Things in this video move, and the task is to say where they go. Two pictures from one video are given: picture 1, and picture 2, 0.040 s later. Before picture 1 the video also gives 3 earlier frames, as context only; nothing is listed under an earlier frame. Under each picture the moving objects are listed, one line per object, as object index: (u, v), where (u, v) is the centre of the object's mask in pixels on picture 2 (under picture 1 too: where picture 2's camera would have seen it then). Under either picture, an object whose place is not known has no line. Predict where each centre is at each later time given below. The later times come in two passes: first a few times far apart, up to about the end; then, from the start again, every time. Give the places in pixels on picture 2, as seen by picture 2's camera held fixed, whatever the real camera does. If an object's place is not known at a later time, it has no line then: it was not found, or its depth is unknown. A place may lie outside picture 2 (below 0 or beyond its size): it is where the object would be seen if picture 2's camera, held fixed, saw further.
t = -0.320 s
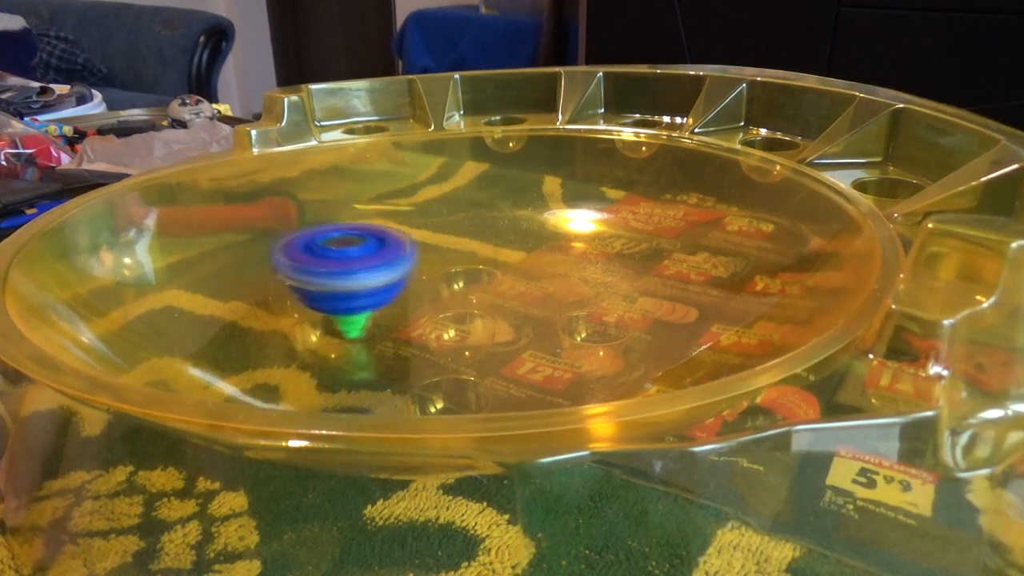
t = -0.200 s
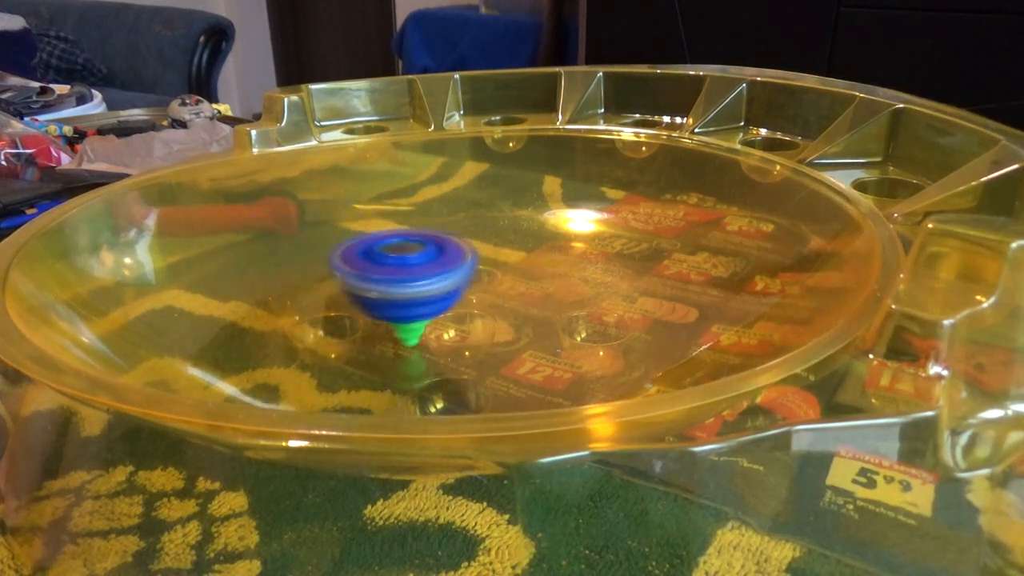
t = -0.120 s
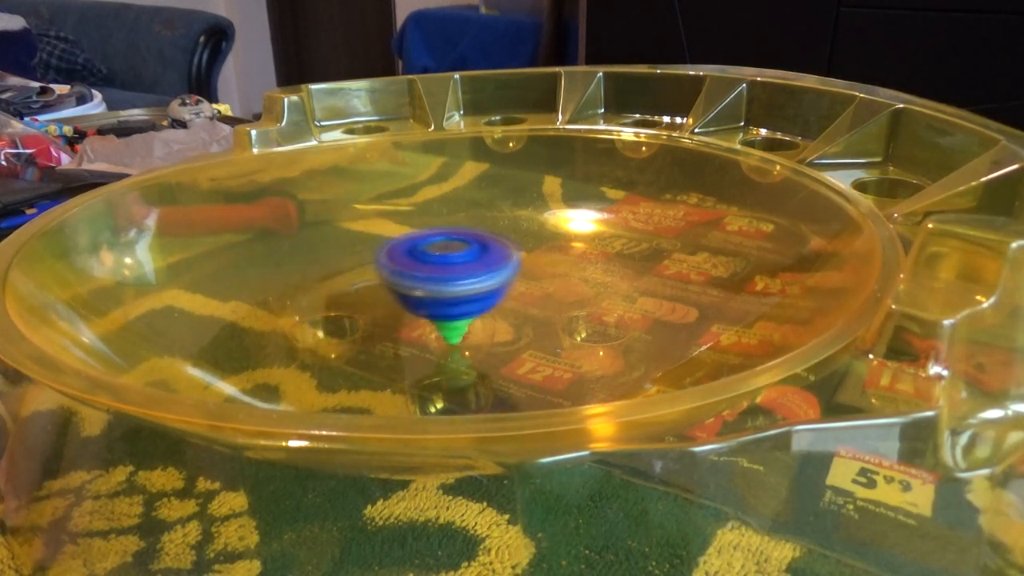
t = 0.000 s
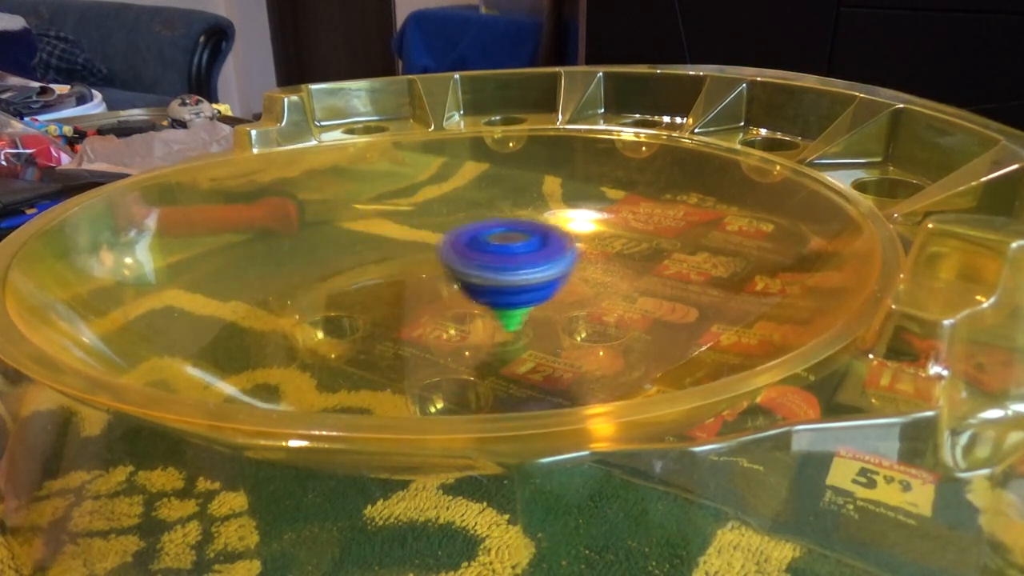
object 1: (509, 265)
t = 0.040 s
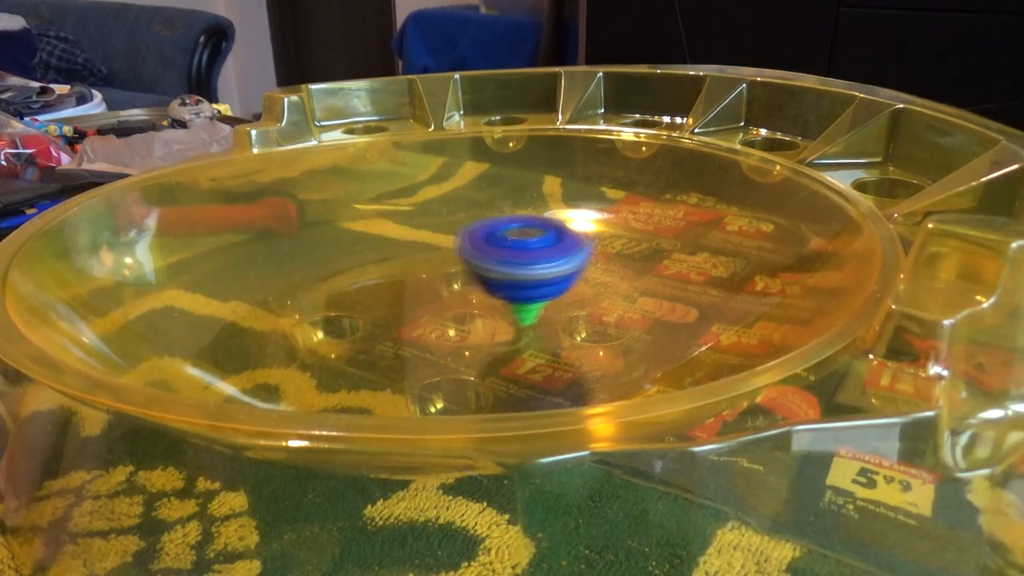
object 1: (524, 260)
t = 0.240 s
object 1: (550, 225)
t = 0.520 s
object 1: (440, 199)
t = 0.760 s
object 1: (337, 220)
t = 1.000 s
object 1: (321, 255)
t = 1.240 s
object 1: (405, 279)
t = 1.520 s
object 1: (534, 262)
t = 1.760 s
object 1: (534, 220)
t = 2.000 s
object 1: (432, 204)
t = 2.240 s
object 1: (343, 217)
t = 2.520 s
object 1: (317, 251)
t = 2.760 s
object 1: (391, 271)
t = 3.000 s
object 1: (495, 258)
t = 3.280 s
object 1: (520, 219)
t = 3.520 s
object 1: (443, 204)
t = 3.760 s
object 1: (383, 211)
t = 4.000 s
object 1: (352, 226)
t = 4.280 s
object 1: (357, 248)
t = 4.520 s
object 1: (422, 258)
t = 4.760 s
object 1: (492, 246)
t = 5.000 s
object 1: (505, 224)
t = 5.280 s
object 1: (443, 213)
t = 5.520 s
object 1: (392, 223)
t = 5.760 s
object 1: (372, 243)
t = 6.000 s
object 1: (406, 260)
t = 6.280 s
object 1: (482, 255)
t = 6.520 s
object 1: (506, 235)
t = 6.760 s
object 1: (468, 220)
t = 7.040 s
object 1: (402, 221)
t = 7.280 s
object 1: (368, 235)
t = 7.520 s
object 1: (379, 251)
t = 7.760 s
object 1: (433, 256)
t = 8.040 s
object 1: (488, 240)
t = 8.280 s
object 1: (480, 224)
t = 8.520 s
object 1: (442, 219)
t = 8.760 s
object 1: (408, 225)
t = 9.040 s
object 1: (396, 240)
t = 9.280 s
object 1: (418, 250)
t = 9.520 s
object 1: (457, 250)
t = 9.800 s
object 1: (483, 239)
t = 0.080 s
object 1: (537, 255)
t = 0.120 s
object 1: (548, 247)
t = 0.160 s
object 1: (553, 240)
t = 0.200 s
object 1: (554, 233)
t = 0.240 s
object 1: (550, 225)
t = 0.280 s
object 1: (541, 218)
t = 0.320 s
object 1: (527, 211)
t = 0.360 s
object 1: (511, 206)
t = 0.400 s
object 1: (493, 203)
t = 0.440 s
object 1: (475, 201)
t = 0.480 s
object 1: (457, 199)
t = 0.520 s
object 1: (440, 199)
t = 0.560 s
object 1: (421, 199)
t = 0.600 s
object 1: (403, 201)
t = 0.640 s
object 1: (385, 204)
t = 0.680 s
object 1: (368, 209)
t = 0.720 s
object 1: (351, 214)
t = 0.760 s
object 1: (337, 220)
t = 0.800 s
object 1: (326, 225)
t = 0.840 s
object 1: (320, 231)
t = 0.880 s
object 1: (316, 237)
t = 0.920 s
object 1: (316, 243)
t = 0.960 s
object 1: (317, 249)
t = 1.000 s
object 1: (321, 255)
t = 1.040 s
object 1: (328, 261)
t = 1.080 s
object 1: (338, 266)
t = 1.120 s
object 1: (352, 271)
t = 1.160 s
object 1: (369, 275)
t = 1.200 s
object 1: (386, 278)
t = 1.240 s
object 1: (405, 279)
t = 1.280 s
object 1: (424, 279)
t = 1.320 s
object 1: (445, 279)
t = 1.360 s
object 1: (467, 277)
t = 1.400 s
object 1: (487, 275)
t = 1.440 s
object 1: (505, 271)
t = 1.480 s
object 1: (521, 267)
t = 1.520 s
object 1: (534, 262)
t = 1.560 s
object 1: (546, 256)
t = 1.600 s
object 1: (553, 249)
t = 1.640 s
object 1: (556, 241)
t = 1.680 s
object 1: (554, 233)
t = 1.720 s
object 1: (546, 226)
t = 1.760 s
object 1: (534, 220)
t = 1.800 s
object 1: (520, 214)
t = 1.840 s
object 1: (503, 209)
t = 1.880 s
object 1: (484, 206)
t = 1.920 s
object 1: (466, 204)
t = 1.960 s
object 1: (448, 204)
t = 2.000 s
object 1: (432, 204)
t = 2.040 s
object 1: (416, 204)
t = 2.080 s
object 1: (400, 205)
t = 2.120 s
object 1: (385, 207)
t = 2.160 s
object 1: (371, 210)
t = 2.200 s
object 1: (357, 213)
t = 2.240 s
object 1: (343, 217)
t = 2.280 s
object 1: (331, 222)
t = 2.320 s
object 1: (321, 227)
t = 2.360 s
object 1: (315, 231)
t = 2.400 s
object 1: (312, 236)
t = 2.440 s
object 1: (312, 242)
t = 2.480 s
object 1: (313, 246)
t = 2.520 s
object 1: (317, 251)
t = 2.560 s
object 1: (323, 256)
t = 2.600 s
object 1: (332, 261)
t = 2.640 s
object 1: (344, 264)
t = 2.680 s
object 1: (358, 267)
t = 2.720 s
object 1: (374, 270)
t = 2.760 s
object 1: (391, 271)
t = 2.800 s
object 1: (409, 271)
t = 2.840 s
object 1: (427, 270)
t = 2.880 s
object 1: (446, 268)
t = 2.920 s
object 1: (464, 266)
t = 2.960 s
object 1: (480, 262)
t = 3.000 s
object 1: (495, 258)
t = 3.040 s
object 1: (508, 254)
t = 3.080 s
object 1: (517, 249)
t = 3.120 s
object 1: (524, 244)
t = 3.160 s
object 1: (529, 238)
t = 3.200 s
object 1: (530, 231)
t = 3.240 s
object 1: (527, 225)
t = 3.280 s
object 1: (520, 219)
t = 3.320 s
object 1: (510, 214)
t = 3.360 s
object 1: (498, 210)
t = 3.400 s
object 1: (484, 207)
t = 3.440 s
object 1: (469, 206)
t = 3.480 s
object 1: (456, 205)
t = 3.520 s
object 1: (443, 204)
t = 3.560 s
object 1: (430, 204)
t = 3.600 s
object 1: (420, 205)
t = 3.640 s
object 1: (410, 206)
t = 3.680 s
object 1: (401, 207)
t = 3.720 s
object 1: (391, 209)
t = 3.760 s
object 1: (383, 211)
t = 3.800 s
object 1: (376, 212)
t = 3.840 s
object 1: (370, 215)
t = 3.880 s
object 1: (365, 217)
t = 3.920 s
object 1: (361, 219)
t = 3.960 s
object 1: (356, 222)
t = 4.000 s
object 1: (352, 226)
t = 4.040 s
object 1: (349, 228)
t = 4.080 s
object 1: (347, 232)
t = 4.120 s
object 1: (346, 235)
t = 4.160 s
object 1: (347, 238)
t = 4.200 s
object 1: (348, 242)
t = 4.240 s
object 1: (352, 245)
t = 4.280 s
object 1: (357, 248)
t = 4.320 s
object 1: (364, 251)
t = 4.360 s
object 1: (372, 254)
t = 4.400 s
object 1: (383, 256)
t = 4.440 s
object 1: (395, 258)
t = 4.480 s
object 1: (408, 258)
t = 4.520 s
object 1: (422, 258)
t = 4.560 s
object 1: (435, 258)
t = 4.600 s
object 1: (449, 256)
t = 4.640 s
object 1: (461, 254)
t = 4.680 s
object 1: (473, 252)
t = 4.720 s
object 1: (484, 249)
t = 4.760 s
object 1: (492, 246)
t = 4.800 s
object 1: (499, 243)
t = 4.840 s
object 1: (505, 239)
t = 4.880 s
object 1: (507, 235)
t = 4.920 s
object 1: (509, 232)
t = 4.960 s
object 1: (508, 227)
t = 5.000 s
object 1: (505, 224)
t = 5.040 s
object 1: (499, 220)
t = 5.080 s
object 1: (491, 218)
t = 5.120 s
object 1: (483, 216)
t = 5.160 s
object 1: (473, 214)
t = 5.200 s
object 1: (463, 213)
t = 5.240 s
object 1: (453, 213)
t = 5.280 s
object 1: (443, 213)
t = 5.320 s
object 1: (434, 214)
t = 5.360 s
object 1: (425, 215)
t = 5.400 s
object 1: (415, 216)
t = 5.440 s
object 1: (407, 218)
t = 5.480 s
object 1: (399, 220)
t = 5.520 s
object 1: (392, 223)
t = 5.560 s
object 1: (386, 226)
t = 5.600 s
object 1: (381, 229)
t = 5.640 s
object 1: (376, 232)
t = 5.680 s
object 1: (374, 235)
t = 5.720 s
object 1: (372, 239)
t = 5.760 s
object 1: (372, 243)
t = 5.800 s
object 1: (373, 246)
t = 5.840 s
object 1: (376, 250)
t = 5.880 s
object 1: (381, 253)
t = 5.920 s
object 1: (388, 256)
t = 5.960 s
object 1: (396, 258)
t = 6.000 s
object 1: (406, 260)
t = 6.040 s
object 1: (416, 261)
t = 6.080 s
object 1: (428, 262)
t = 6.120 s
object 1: (440, 262)
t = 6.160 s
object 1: (451, 261)
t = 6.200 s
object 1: (462, 260)
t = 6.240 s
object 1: (473, 258)
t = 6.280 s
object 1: (482, 255)
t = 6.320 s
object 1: (491, 252)
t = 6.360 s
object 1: (497, 249)
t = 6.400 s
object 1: (502, 247)
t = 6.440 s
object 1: (505, 243)
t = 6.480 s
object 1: (507, 239)
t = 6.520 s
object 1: (506, 235)
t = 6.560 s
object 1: (504, 231)
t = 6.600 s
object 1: (500, 228)
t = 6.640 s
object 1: (493, 225)
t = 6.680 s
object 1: (487, 223)
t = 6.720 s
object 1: (477, 221)
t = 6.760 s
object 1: (468, 220)
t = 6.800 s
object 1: (458, 218)
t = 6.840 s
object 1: (448, 218)
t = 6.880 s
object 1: (438, 218)
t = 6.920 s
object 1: (428, 218)
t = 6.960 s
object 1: (420, 218)
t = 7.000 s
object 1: (410, 219)
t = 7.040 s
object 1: (402, 221)
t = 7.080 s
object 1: (394, 222)
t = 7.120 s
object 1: (387, 225)
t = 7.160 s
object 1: (381, 227)
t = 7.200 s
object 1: (376, 229)
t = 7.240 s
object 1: (372, 232)
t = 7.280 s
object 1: (368, 235)
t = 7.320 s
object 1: (367, 237)
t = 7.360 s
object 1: (367, 240)
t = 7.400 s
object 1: (368, 243)
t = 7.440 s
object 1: (370, 246)
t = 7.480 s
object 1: (374, 248)
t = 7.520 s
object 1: (379, 251)
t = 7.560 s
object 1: (386, 253)
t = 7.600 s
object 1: (394, 255)
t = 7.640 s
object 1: (402, 255)
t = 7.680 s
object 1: (412, 256)
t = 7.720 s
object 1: (422, 256)
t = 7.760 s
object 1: (433, 256)
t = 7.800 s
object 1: (443, 255)
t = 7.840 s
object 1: (453, 253)
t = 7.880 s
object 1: (463, 251)
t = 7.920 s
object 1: (472, 249)
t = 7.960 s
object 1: (480, 246)
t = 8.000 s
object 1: (485, 243)
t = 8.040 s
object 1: (488, 240)
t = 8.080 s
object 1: (490, 237)
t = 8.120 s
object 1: (491, 234)
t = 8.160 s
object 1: (490, 231)
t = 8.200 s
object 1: (488, 228)
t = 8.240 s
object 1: (485, 226)
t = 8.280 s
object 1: (480, 224)
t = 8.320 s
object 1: (475, 222)
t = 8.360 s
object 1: (469, 221)
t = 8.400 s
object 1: (463, 220)
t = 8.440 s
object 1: (456, 219)
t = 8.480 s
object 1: (449, 219)
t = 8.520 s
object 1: (442, 219)
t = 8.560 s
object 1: (436, 219)
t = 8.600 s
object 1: (430, 219)
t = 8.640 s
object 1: (424, 220)
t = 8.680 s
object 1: (418, 222)
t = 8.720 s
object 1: (413, 223)
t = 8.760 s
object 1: (408, 225)
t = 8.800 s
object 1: (404, 227)
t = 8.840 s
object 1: (401, 229)
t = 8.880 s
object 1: (398, 231)
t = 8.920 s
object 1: (396, 233)
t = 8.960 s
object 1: (395, 235)
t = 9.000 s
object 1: (395, 237)
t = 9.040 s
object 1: (396, 240)
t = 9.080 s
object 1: (397, 242)
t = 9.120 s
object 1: (400, 244)
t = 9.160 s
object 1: (403, 246)
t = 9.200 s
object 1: (407, 248)
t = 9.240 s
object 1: (411, 249)
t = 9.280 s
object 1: (418, 250)
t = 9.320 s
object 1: (423, 251)
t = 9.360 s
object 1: (430, 251)
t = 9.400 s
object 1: (436, 251)
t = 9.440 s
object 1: (443, 251)
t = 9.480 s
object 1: (449, 251)
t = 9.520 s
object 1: (457, 250)
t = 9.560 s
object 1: (462, 249)
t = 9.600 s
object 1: (468, 248)
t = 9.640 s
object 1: (473, 246)
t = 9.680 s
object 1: (476, 245)
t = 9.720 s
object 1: (479, 243)
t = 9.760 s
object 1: (481, 241)
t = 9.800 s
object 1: (483, 239)
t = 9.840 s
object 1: (483, 237)
